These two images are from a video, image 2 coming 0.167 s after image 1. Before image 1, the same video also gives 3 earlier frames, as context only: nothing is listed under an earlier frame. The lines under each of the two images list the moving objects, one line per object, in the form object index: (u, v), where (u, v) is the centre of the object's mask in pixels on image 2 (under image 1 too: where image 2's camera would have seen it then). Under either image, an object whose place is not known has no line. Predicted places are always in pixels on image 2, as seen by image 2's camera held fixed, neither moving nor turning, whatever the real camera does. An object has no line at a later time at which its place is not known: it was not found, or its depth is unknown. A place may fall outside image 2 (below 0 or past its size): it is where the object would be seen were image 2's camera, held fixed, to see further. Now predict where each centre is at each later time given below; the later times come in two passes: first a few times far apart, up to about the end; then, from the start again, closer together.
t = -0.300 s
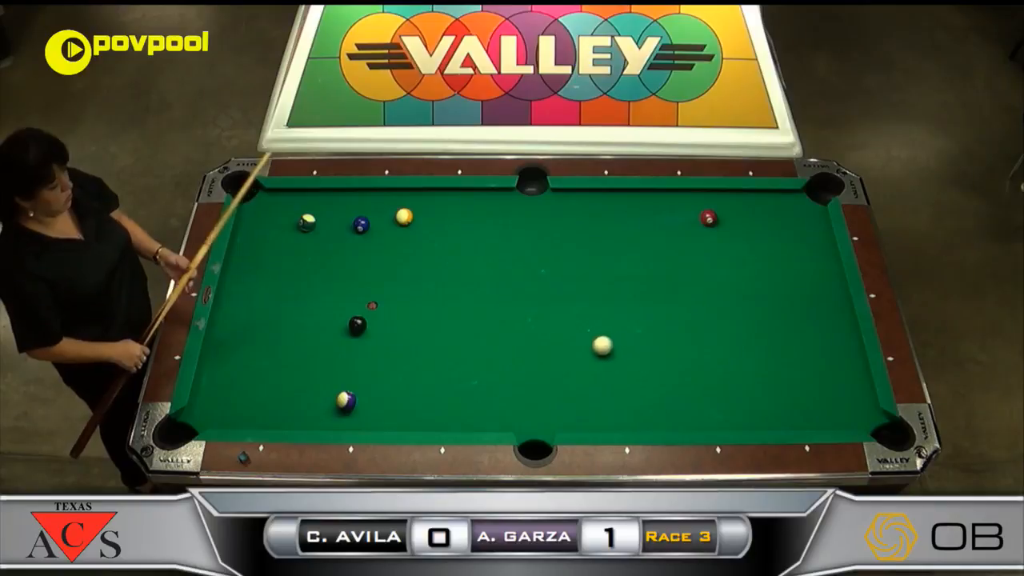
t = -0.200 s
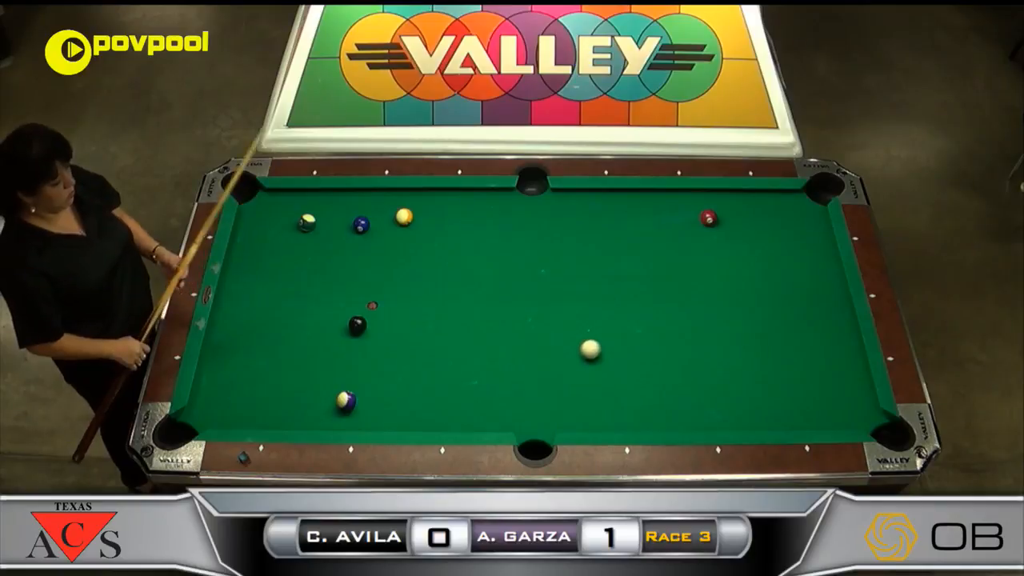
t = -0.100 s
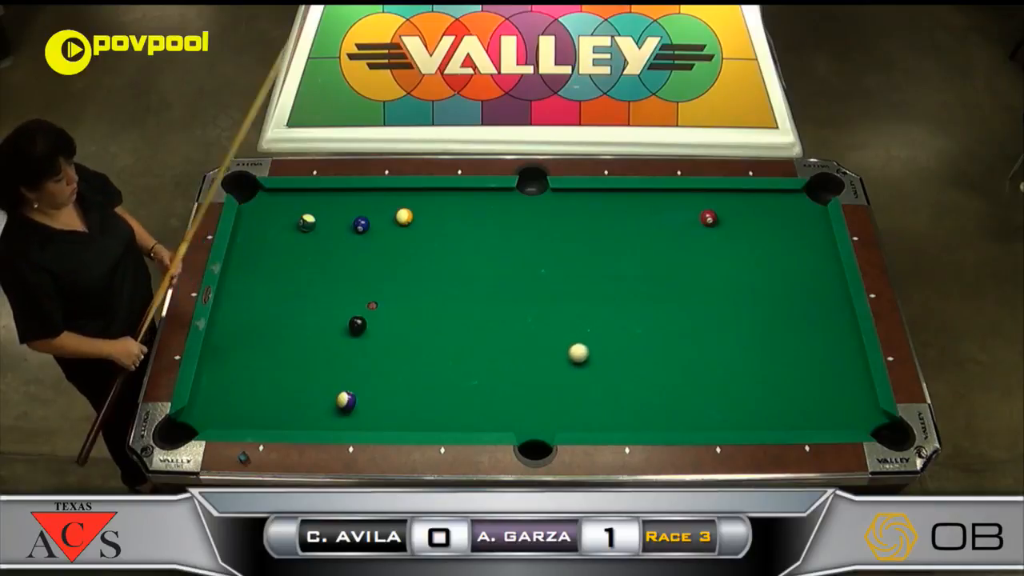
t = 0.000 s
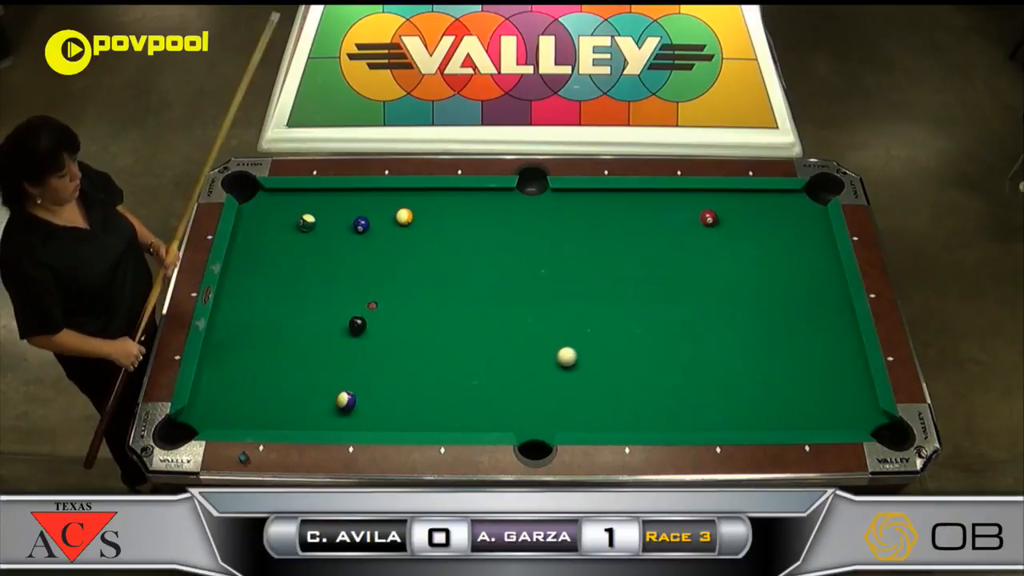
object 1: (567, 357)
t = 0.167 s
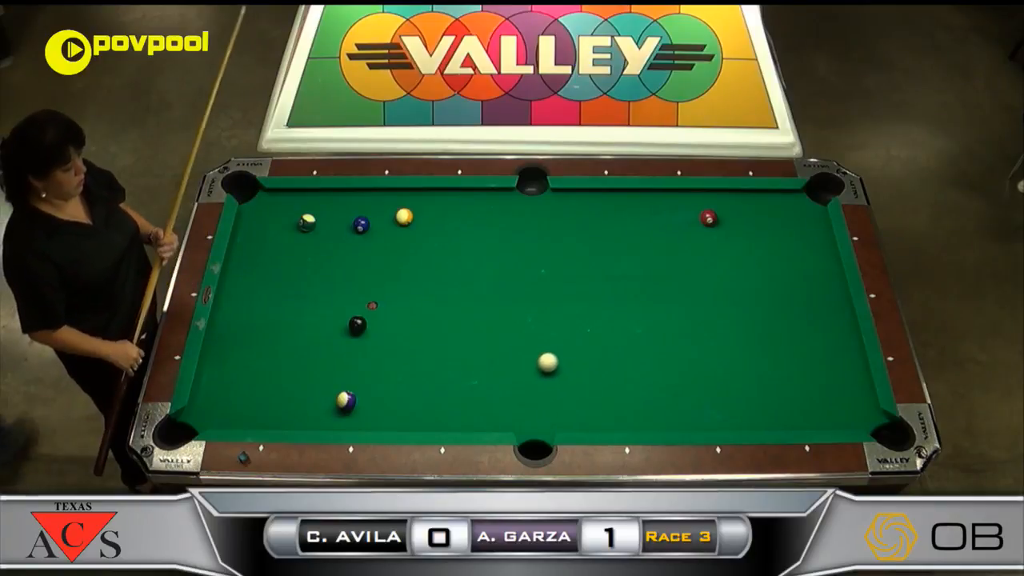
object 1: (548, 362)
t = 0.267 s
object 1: (537, 366)
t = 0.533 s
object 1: (508, 375)
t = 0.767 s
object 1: (485, 383)
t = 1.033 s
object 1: (460, 391)
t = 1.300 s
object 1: (437, 398)
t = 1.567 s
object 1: (416, 405)
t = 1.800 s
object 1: (399, 410)
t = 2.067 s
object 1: (382, 415)
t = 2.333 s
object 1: (367, 419)
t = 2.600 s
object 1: (354, 422)
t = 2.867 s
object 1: (344, 423)
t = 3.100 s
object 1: (338, 422)
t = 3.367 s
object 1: (333, 422)
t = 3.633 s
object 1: (331, 422)
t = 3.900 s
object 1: (331, 422)
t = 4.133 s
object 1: (331, 422)
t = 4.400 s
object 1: (331, 422)
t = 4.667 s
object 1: (331, 422)
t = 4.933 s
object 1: (331, 422)
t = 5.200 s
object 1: (331, 422)
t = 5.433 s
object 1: (331, 422)
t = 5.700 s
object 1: (331, 422)
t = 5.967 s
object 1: (331, 422)
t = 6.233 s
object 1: (331, 422)
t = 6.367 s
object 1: (331, 422)
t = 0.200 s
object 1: (544, 364)
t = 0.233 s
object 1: (540, 365)
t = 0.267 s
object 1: (537, 366)
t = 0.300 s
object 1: (533, 367)
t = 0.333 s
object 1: (529, 368)
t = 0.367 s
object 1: (526, 370)
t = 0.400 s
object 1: (522, 371)
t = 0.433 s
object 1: (519, 372)
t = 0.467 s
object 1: (515, 373)
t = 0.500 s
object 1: (512, 374)
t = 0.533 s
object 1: (508, 375)
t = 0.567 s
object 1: (505, 376)
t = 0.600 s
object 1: (502, 378)
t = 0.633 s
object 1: (498, 379)
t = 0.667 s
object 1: (495, 380)
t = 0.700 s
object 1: (491, 381)
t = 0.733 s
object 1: (488, 382)
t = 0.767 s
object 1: (485, 383)
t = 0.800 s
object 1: (482, 384)
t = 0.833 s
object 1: (479, 385)
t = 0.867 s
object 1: (475, 386)
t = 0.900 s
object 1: (472, 387)
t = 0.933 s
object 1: (469, 388)
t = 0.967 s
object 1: (466, 389)
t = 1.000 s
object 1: (463, 390)
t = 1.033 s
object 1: (460, 391)
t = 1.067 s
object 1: (457, 392)
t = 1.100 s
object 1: (454, 393)
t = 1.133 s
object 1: (451, 394)
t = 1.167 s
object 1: (448, 395)
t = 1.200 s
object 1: (445, 396)
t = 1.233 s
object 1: (442, 397)
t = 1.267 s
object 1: (440, 397)
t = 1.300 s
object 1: (437, 398)
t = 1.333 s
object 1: (434, 399)
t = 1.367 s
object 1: (431, 400)
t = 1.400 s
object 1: (429, 401)
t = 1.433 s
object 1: (426, 402)
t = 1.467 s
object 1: (424, 403)
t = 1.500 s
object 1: (421, 403)
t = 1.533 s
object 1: (418, 404)
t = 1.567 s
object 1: (416, 405)
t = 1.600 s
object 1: (413, 406)
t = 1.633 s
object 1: (411, 406)
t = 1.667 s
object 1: (408, 407)
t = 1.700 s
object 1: (406, 408)
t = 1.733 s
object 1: (403, 408)
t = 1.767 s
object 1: (401, 409)
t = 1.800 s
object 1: (399, 410)
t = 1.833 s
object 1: (397, 410)
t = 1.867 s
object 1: (394, 411)
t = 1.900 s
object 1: (392, 412)
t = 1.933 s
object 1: (390, 412)
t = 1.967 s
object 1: (388, 413)
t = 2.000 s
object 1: (386, 414)
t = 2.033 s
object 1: (384, 414)
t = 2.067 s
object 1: (382, 415)
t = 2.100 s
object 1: (380, 416)
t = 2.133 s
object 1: (378, 416)
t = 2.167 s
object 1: (376, 417)
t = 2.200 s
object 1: (374, 417)
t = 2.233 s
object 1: (372, 418)
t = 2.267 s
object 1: (370, 418)
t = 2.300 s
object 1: (369, 419)
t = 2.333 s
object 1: (367, 419)
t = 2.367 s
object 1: (365, 420)
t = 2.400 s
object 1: (363, 420)
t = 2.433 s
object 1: (362, 421)
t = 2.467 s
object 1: (360, 421)
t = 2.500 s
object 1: (358, 421)
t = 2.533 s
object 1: (357, 422)
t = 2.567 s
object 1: (355, 422)
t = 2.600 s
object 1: (354, 422)
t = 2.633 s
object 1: (352, 422)
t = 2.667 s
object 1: (351, 423)
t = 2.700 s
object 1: (349, 423)
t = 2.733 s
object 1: (348, 423)
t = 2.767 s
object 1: (346, 424)
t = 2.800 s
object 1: (345, 424)
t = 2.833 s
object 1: (344, 423)
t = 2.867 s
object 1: (344, 423)
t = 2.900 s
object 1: (343, 423)
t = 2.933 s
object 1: (342, 423)
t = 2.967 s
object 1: (341, 423)
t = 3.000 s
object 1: (340, 422)
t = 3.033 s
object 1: (339, 422)
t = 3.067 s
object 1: (339, 422)
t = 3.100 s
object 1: (338, 422)
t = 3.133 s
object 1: (337, 422)
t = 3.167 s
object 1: (336, 422)
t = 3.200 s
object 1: (336, 422)
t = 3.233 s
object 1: (335, 422)
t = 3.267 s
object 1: (335, 422)
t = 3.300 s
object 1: (334, 422)
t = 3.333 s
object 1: (334, 422)
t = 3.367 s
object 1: (333, 422)
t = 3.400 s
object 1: (333, 422)
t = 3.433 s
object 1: (333, 422)
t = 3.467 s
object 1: (332, 422)
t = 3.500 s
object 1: (332, 422)
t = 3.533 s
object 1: (332, 422)
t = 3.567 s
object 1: (332, 422)
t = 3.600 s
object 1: (331, 422)
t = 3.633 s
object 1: (331, 422)
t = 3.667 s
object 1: (331, 422)
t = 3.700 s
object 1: (331, 422)
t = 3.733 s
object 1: (331, 422)
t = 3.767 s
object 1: (331, 422)
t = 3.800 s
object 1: (331, 422)
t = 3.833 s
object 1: (331, 422)
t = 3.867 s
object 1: (331, 422)
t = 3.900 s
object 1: (331, 422)
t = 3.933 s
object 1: (331, 422)
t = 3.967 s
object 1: (331, 422)
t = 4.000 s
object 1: (331, 422)
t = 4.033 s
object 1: (331, 422)
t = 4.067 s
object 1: (331, 422)
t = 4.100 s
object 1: (331, 422)
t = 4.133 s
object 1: (331, 422)
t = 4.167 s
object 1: (331, 422)
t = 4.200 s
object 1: (331, 422)
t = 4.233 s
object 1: (331, 422)
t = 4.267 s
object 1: (331, 422)
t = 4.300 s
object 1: (331, 422)
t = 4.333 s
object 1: (331, 422)
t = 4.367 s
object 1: (331, 422)
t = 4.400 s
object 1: (331, 422)
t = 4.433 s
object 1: (331, 422)
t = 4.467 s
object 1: (331, 422)
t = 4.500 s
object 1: (331, 422)
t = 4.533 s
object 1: (331, 422)
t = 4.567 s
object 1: (331, 422)
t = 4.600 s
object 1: (331, 422)
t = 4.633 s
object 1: (331, 422)
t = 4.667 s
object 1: (331, 422)
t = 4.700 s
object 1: (331, 422)
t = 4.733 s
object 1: (331, 422)
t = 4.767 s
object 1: (331, 422)
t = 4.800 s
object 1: (331, 422)
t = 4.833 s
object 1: (331, 422)
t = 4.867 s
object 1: (331, 422)
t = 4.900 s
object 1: (331, 422)
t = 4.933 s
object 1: (331, 422)
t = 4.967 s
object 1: (331, 422)
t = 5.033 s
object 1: (331, 422)
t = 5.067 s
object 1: (331, 422)
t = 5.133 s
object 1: (331, 422)
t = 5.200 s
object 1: (331, 422)
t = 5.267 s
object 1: (331, 422)
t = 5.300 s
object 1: (331, 422)
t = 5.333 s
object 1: (331, 422)
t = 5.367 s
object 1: (331, 422)
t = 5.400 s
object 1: (331, 422)
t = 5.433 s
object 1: (331, 422)
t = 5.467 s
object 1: (331, 422)
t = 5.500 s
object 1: (331, 422)
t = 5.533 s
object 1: (331, 422)
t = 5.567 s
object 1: (331, 422)
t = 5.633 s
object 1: (331, 422)
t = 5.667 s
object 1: (331, 422)
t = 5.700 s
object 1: (331, 422)
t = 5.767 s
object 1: (331, 422)
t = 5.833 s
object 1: (331, 422)
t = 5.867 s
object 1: (331, 422)
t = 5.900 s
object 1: (331, 422)
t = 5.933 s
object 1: (331, 422)
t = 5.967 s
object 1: (331, 422)
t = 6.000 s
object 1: (331, 422)
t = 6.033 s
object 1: (331, 422)
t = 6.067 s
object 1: (331, 422)
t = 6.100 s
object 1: (331, 422)
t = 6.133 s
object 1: (331, 422)
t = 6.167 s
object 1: (331, 422)
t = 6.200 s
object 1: (331, 422)
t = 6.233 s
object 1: (331, 422)
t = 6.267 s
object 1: (331, 422)
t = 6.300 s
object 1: (331, 422)
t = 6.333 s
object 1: (331, 422)
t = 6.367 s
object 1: (331, 422)
